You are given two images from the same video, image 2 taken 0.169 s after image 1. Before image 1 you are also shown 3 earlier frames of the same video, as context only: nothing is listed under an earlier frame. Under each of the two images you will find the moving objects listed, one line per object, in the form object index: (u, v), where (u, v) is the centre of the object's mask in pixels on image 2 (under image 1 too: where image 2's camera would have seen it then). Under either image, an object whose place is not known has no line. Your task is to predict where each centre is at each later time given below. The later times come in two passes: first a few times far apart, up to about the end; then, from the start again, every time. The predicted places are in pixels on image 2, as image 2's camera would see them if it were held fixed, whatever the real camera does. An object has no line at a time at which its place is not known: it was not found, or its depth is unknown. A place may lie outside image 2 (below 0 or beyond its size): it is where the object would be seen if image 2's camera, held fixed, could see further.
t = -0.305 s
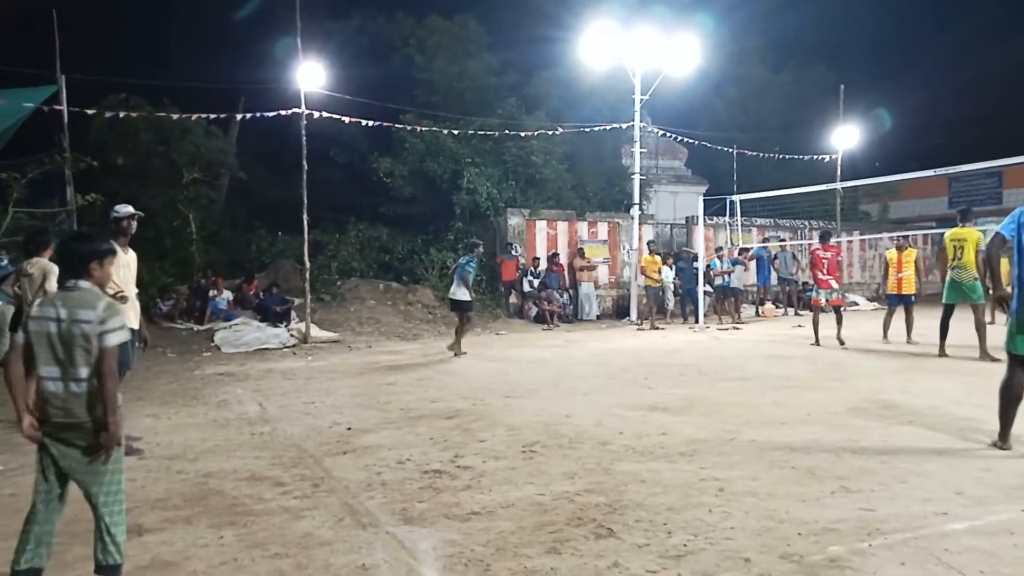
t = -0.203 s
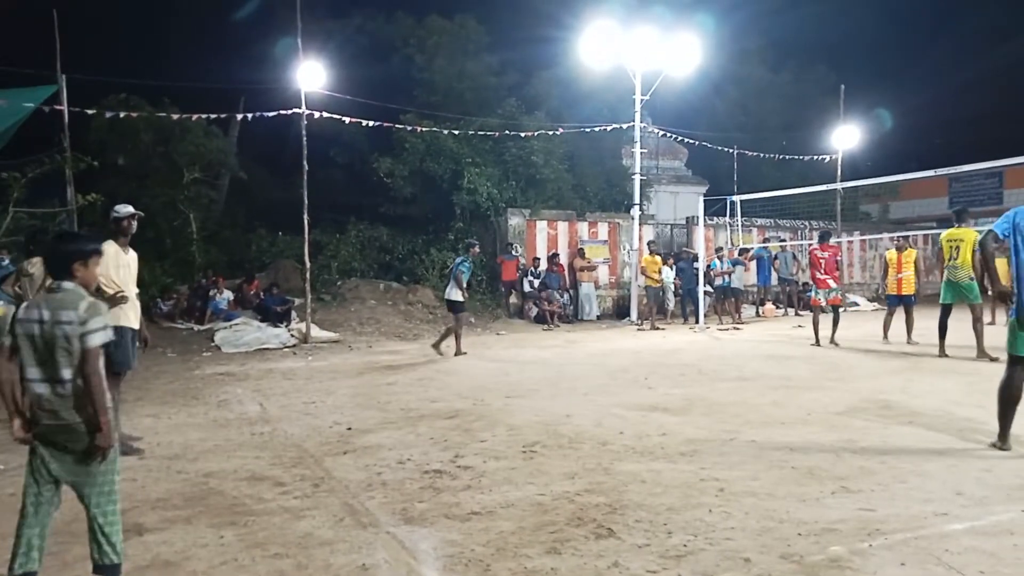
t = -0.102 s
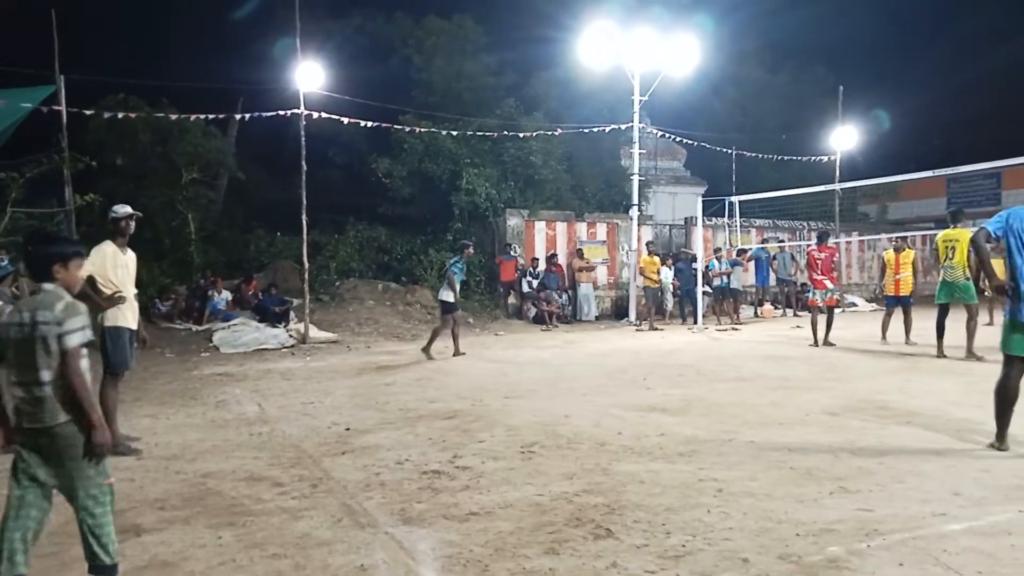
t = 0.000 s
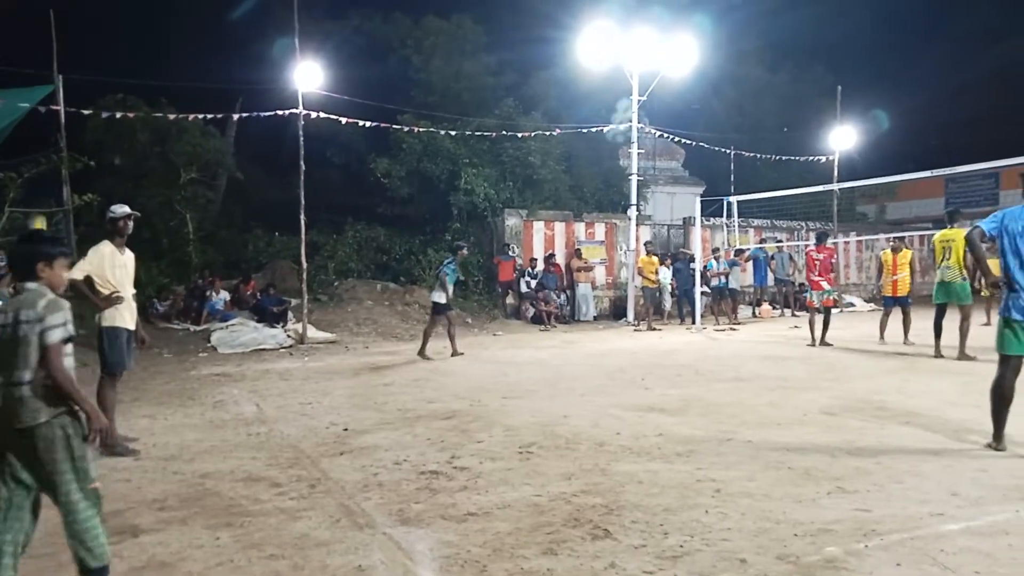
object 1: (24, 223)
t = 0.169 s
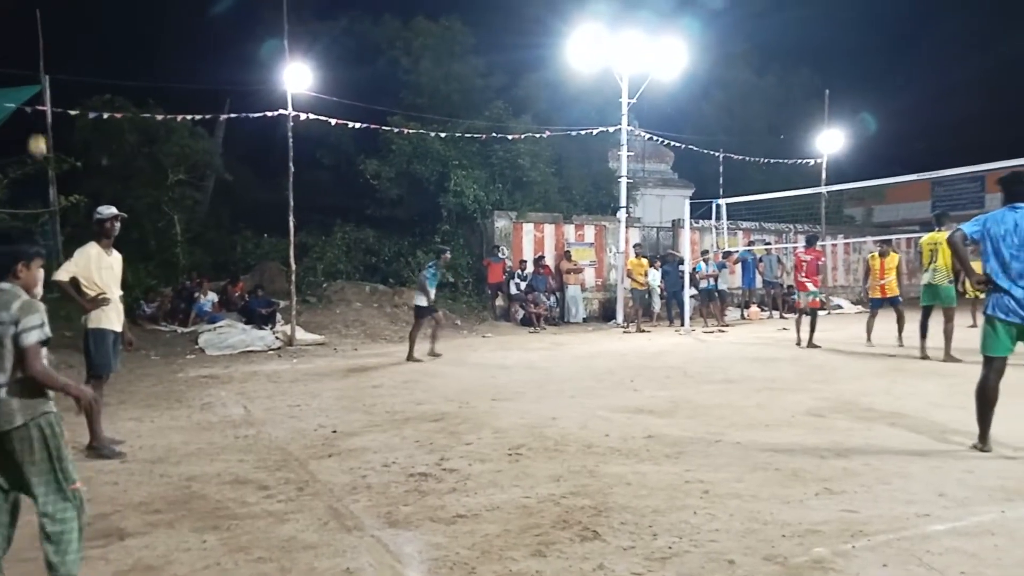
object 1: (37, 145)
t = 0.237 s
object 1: (42, 121)
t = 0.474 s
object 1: (62, 57)
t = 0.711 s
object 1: (83, 40)
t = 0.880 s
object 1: (98, 55)
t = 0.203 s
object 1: (40, 132)
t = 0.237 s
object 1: (42, 121)
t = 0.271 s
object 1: (45, 108)
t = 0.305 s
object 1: (48, 97)
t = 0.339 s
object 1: (52, 87)
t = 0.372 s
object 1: (54, 78)
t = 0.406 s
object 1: (57, 70)
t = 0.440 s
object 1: (60, 63)
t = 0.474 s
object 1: (62, 57)
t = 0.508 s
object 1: (66, 52)
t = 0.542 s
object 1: (68, 48)
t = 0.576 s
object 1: (71, 44)
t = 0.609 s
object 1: (74, 42)
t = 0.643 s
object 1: (77, 40)
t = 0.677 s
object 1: (80, 40)
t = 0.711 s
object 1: (83, 40)
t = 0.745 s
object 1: (86, 42)
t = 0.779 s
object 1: (89, 44)
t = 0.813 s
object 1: (92, 47)
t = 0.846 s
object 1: (95, 51)
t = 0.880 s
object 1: (98, 55)
